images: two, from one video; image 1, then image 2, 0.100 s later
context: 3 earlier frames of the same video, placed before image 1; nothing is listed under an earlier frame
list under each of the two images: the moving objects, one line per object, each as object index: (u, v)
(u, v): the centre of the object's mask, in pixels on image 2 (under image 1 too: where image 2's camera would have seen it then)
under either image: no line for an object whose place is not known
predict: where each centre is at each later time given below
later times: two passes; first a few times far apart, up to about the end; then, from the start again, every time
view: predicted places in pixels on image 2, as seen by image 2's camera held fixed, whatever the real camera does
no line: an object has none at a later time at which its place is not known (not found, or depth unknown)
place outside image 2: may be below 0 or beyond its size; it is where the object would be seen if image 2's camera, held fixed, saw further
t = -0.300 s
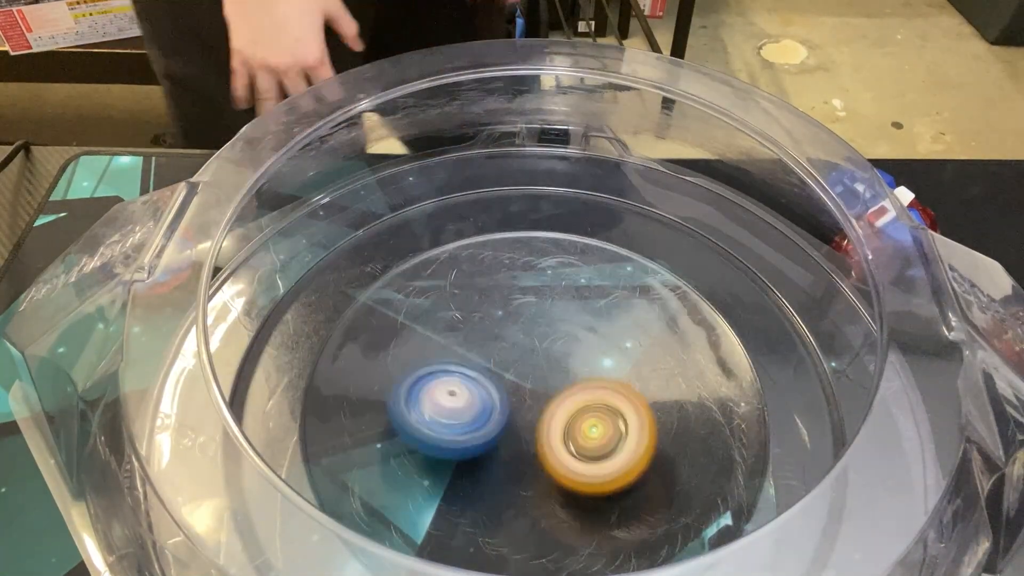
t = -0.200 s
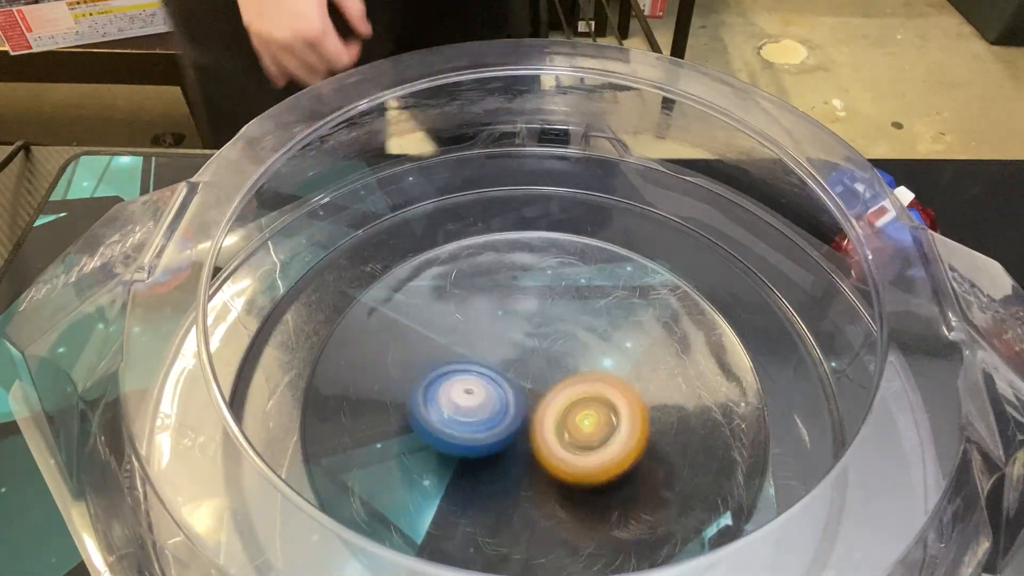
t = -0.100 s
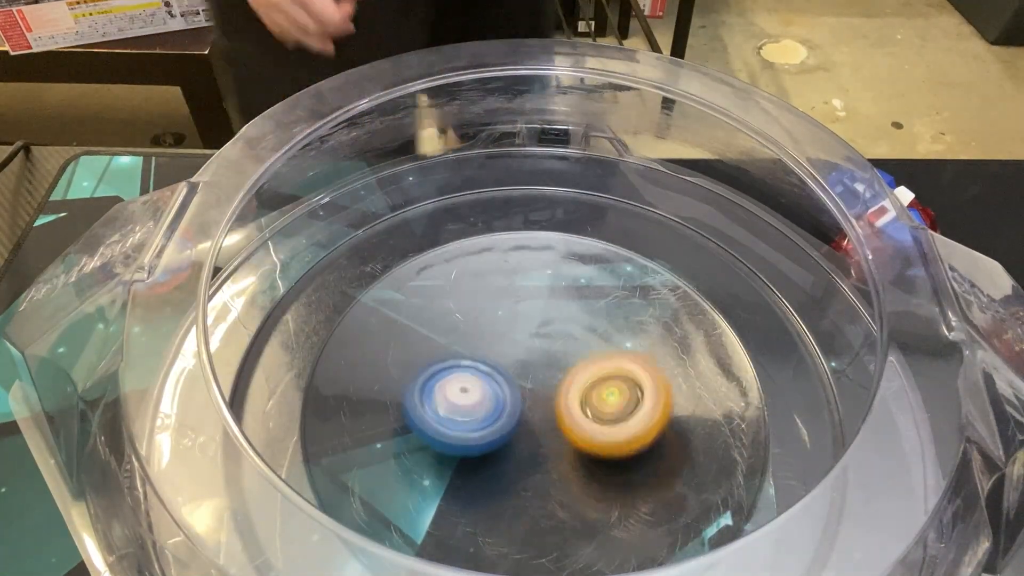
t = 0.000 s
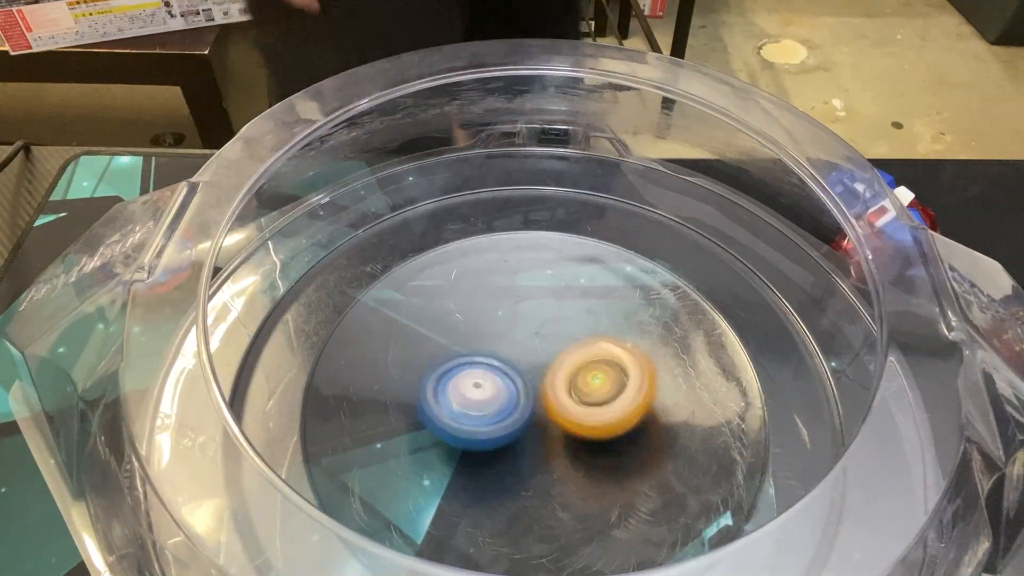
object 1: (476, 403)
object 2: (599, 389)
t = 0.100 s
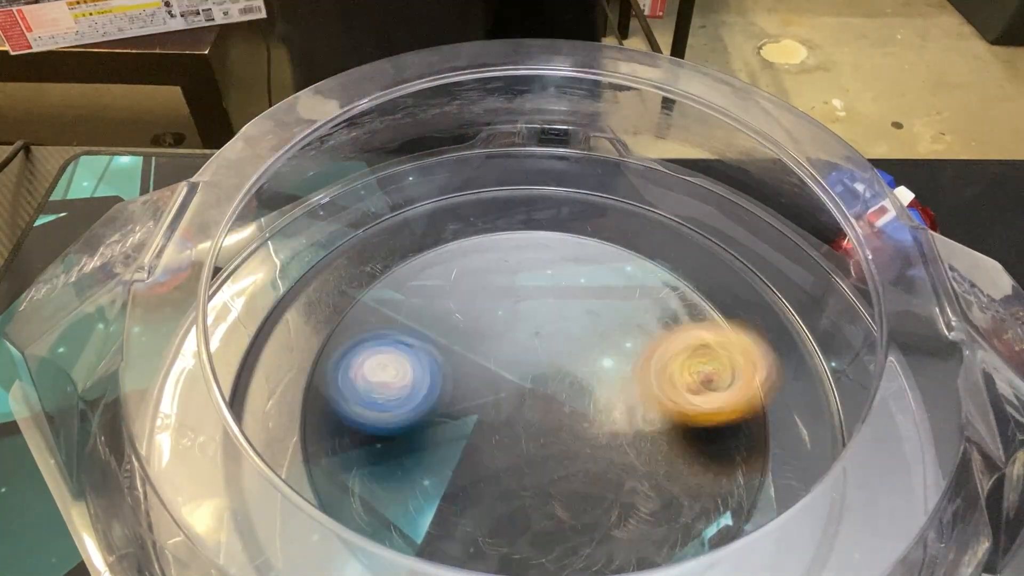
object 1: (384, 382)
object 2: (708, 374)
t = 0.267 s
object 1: (374, 362)
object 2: (808, 373)
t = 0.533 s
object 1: (413, 347)
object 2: (811, 381)
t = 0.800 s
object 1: (471, 348)
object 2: (809, 371)
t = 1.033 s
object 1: (524, 365)
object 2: (806, 372)
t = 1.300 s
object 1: (567, 391)
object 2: (798, 380)
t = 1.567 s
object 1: (587, 411)
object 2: (755, 399)
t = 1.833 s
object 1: (532, 425)
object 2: (672, 349)
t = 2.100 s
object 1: (493, 419)
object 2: (570, 304)
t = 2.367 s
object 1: (480, 415)
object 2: (543, 286)
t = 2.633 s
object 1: (473, 404)
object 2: (557, 325)
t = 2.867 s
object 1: (473, 424)
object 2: (587, 330)
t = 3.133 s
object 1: (485, 431)
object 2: (599, 376)
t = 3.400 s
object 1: (476, 427)
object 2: (674, 290)
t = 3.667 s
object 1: (499, 413)
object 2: (532, 323)
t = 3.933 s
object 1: (543, 434)
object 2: (414, 324)
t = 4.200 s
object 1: (556, 426)
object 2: (431, 413)
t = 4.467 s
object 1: (591, 382)
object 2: (473, 499)
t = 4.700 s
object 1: (570, 362)
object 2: (590, 454)
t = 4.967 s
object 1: (513, 350)
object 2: (635, 404)
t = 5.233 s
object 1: (496, 346)
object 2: (607, 353)
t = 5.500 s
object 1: (487, 390)
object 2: (617, 410)
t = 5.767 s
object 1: (494, 484)
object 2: (573, 407)
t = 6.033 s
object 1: (500, 480)
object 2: (563, 387)
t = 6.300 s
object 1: (577, 451)
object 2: (571, 349)
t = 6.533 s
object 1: (603, 425)
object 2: (541, 339)
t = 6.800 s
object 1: (598, 424)
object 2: (494, 380)
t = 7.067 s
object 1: (581, 427)
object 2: (465, 426)
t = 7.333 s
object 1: (589, 423)
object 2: (479, 386)
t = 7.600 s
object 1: (576, 428)
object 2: (486, 376)
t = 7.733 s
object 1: (578, 426)
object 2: (488, 375)
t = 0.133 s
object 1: (368, 377)
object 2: (745, 369)
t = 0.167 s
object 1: (365, 371)
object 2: (768, 366)
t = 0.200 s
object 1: (367, 368)
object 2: (788, 368)
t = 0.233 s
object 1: (369, 365)
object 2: (801, 370)
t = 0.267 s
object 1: (374, 362)
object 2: (808, 373)
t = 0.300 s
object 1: (378, 357)
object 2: (810, 375)
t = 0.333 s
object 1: (384, 353)
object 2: (810, 377)
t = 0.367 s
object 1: (388, 352)
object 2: (811, 379)
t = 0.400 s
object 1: (392, 350)
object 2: (811, 380)
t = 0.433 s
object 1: (397, 349)
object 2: (811, 381)
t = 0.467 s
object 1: (403, 348)
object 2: (811, 381)
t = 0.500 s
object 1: (408, 347)
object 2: (811, 381)
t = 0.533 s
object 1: (413, 347)
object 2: (811, 381)
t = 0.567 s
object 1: (419, 346)
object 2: (811, 381)
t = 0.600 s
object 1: (425, 346)
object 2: (811, 379)
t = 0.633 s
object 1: (432, 345)
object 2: (810, 379)
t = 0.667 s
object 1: (439, 346)
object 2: (809, 377)
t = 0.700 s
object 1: (447, 345)
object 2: (809, 376)
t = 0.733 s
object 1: (455, 346)
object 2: (809, 374)
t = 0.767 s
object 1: (462, 347)
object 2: (809, 372)
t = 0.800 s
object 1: (471, 348)
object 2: (809, 371)
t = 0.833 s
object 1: (479, 349)
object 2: (809, 370)
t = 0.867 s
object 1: (488, 352)
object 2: (808, 370)
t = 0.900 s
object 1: (495, 354)
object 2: (808, 371)
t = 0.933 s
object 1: (503, 356)
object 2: (808, 371)
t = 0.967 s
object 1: (510, 359)
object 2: (807, 371)
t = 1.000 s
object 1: (516, 361)
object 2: (807, 372)
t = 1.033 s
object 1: (524, 365)
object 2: (806, 372)
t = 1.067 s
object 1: (531, 369)
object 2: (806, 373)
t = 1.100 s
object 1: (537, 372)
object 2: (806, 374)
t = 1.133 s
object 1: (543, 375)
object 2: (805, 374)
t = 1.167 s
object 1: (549, 379)
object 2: (804, 375)
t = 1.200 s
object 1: (554, 381)
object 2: (803, 376)
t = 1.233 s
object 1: (559, 385)
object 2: (802, 377)
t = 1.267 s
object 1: (563, 388)
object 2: (801, 379)
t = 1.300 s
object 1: (567, 391)
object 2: (798, 380)
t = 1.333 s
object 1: (570, 394)
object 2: (794, 382)
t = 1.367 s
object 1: (575, 397)
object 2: (791, 385)
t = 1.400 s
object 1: (578, 399)
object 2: (787, 387)
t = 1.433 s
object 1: (580, 402)
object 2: (783, 390)
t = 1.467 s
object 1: (582, 404)
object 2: (778, 393)
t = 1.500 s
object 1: (583, 407)
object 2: (772, 395)
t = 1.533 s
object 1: (585, 409)
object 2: (766, 396)
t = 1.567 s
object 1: (587, 411)
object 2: (755, 399)
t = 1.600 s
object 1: (588, 413)
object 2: (739, 399)
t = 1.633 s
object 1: (589, 414)
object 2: (722, 399)
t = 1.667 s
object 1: (585, 416)
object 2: (707, 396)
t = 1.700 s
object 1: (561, 422)
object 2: (707, 383)
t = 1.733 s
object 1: (547, 426)
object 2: (706, 372)
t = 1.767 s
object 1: (536, 429)
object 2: (697, 363)
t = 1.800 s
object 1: (532, 428)
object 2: (686, 355)
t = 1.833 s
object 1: (532, 425)
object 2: (672, 349)
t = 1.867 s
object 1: (530, 422)
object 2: (654, 348)
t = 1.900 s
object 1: (529, 420)
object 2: (635, 347)
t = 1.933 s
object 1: (528, 418)
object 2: (615, 346)
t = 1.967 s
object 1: (516, 418)
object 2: (609, 337)
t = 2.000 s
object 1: (502, 425)
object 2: (604, 323)
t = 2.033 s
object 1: (496, 426)
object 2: (595, 313)
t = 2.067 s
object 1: (495, 423)
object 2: (583, 307)
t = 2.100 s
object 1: (493, 419)
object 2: (570, 304)
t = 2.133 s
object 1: (492, 415)
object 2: (558, 303)
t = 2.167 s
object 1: (491, 411)
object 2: (548, 303)
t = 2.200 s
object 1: (490, 408)
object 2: (539, 306)
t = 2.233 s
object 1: (489, 404)
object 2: (533, 309)
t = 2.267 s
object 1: (488, 404)
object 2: (530, 308)
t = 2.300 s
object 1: (488, 404)
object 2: (528, 307)
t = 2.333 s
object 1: (483, 410)
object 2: (535, 298)
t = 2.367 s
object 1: (480, 415)
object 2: (543, 286)
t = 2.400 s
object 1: (480, 414)
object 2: (548, 279)
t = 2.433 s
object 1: (478, 412)
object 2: (551, 277)
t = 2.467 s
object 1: (476, 411)
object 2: (552, 279)
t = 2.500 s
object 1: (474, 409)
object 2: (553, 285)
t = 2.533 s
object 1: (473, 408)
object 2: (554, 293)
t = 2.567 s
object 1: (473, 406)
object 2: (555, 302)
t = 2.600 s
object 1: (473, 405)
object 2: (556, 313)
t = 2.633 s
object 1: (473, 404)
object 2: (557, 325)
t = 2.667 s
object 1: (473, 402)
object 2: (557, 334)
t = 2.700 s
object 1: (470, 411)
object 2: (566, 334)
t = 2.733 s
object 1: (470, 421)
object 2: (576, 327)
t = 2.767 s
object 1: (472, 423)
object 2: (582, 324)
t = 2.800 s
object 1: (471, 424)
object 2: (587, 324)
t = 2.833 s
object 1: (472, 423)
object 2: (588, 326)
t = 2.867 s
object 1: (473, 424)
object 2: (587, 330)
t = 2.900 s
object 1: (474, 425)
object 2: (585, 337)
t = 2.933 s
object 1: (478, 424)
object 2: (581, 348)
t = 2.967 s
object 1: (480, 425)
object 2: (576, 359)
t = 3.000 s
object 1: (483, 425)
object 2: (575, 370)
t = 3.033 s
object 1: (484, 425)
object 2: (582, 373)
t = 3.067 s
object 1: (486, 427)
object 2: (587, 375)
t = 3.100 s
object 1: (491, 427)
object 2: (588, 378)
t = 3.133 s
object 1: (485, 431)
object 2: (599, 376)
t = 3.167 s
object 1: (462, 439)
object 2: (628, 357)
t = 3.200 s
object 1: (454, 439)
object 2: (648, 343)
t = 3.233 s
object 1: (456, 438)
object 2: (664, 324)
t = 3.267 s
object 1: (460, 437)
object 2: (676, 317)
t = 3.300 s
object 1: (462, 436)
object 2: (683, 307)
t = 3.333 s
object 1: (465, 435)
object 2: (685, 298)
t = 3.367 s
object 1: (470, 430)
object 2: (682, 294)
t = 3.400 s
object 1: (476, 427)
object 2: (674, 290)
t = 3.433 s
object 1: (478, 425)
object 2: (663, 290)
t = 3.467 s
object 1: (481, 424)
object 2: (649, 290)
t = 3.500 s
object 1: (484, 421)
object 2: (632, 293)
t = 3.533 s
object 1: (489, 418)
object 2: (611, 297)
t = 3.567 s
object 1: (492, 416)
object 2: (591, 304)
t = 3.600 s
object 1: (496, 413)
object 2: (571, 311)
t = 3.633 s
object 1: (498, 409)
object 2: (550, 322)
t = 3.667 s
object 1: (499, 413)
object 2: (532, 323)
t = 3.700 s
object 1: (500, 417)
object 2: (515, 324)
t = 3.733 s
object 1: (504, 422)
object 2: (500, 323)
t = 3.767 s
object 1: (506, 424)
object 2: (488, 323)
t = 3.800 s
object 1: (509, 421)
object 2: (477, 328)
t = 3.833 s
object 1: (514, 424)
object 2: (465, 331)
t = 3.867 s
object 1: (529, 432)
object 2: (444, 325)
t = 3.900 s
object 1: (542, 435)
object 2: (426, 322)
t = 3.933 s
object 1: (543, 434)
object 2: (414, 324)
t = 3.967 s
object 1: (543, 434)
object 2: (407, 329)
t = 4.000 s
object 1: (547, 434)
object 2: (404, 338)
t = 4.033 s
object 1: (547, 433)
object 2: (404, 347)
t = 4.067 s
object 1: (549, 432)
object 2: (404, 357)
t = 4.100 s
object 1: (552, 431)
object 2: (407, 370)
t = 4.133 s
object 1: (553, 430)
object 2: (411, 383)
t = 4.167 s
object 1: (554, 427)
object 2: (419, 398)
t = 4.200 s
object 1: (556, 426)
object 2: (431, 413)
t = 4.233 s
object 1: (559, 423)
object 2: (447, 428)
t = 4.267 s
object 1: (567, 414)
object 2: (452, 445)
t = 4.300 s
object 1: (583, 402)
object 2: (442, 466)
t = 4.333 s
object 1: (595, 391)
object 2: (439, 482)
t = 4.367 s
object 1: (593, 387)
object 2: (441, 493)
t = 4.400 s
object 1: (592, 384)
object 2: (450, 497)
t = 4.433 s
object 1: (592, 384)
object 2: (461, 499)
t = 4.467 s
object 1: (591, 382)
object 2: (473, 499)
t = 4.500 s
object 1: (592, 382)
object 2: (487, 498)
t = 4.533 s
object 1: (589, 380)
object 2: (502, 495)
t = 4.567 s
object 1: (589, 380)
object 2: (519, 490)
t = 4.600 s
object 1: (585, 378)
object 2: (537, 485)
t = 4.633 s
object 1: (583, 373)
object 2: (556, 476)
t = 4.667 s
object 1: (575, 367)
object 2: (574, 466)
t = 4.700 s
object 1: (570, 362)
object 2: (590, 454)
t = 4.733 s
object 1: (554, 357)
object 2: (608, 455)
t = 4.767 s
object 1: (545, 349)
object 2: (624, 453)
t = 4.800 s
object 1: (534, 345)
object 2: (634, 447)
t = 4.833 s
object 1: (529, 346)
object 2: (639, 439)
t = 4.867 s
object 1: (524, 346)
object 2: (641, 431)
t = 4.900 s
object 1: (520, 348)
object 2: (641, 420)
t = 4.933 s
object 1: (516, 347)
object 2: (639, 415)
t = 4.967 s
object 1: (513, 350)
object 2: (635, 404)
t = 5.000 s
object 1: (510, 349)
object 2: (631, 393)
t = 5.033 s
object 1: (507, 352)
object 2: (625, 382)
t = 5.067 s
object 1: (506, 350)
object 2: (615, 371)
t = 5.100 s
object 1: (502, 350)
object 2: (602, 361)
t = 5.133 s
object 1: (498, 343)
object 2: (605, 356)
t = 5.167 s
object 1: (493, 342)
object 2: (608, 353)
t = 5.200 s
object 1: (494, 344)
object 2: (609, 351)
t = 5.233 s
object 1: (496, 346)
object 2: (607, 353)
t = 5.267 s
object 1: (498, 347)
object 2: (600, 356)
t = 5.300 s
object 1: (497, 348)
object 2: (597, 362)
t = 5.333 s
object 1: (495, 351)
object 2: (600, 372)
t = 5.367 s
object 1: (494, 358)
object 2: (601, 379)
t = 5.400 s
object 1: (495, 364)
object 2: (599, 386)
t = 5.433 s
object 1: (492, 371)
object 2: (607, 396)
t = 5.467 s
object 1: (489, 381)
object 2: (617, 405)
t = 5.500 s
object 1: (487, 390)
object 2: (617, 410)
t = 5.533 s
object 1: (490, 403)
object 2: (618, 417)
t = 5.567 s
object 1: (493, 418)
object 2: (613, 417)
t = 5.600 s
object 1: (494, 429)
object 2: (606, 421)
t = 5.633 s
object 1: (495, 441)
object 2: (597, 421)
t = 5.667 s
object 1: (493, 456)
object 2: (588, 420)
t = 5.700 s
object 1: (491, 469)
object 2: (583, 414)
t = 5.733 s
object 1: (494, 476)
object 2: (578, 410)
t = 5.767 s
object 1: (494, 484)
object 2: (573, 407)
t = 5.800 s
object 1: (499, 486)
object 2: (573, 405)
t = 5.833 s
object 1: (500, 490)
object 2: (572, 404)
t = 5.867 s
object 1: (501, 489)
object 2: (570, 405)
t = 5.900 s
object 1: (501, 487)
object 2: (567, 403)
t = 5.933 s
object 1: (499, 484)
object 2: (564, 402)
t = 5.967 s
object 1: (497, 482)
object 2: (561, 401)
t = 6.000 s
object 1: (498, 482)
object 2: (562, 393)
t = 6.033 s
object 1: (500, 480)
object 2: (563, 387)
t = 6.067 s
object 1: (506, 477)
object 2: (563, 382)
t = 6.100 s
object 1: (516, 473)
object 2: (564, 380)
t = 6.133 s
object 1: (523, 469)
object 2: (564, 380)
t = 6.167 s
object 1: (533, 466)
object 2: (569, 375)
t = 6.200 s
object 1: (542, 462)
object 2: (571, 369)
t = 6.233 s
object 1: (554, 457)
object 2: (572, 364)
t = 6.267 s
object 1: (567, 454)
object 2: (571, 357)
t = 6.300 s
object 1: (577, 451)
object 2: (571, 349)
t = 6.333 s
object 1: (585, 446)
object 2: (567, 345)
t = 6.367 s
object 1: (592, 442)
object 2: (560, 341)
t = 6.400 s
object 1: (598, 438)
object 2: (556, 340)
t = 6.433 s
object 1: (602, 434)
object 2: (554, 339)
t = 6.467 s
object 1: (605, 430)
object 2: (550, 338)
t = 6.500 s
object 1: (603, 426)
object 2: (546, 338)
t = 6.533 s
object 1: (603, 425)
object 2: (541, 339)
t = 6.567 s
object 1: (601, 424)
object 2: (537, 341)
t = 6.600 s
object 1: (597, 422)
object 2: (530, 345)
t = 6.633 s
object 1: (595, 420)
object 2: (524, 350)
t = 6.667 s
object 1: (595, 422)
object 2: (515, 355)
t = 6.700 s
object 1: (594, 422)
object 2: (509, 360)
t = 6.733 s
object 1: (596, 423)
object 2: (505, 365)
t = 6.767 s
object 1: (598, 424)
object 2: (499, 372)
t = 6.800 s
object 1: (598, 424)
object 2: (494, 380)
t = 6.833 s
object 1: (596, 425)
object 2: (492, 388)
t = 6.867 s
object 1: (598, 425)
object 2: (484, 395)
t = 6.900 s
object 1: (601, 425)
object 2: (477, 403)
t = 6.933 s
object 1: (600, 425)
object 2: (471, 411)
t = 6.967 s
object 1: (597, 425)
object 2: (468, 418)
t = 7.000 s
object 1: (592, 427)
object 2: (469, 422)
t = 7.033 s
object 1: (586, 427)
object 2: (469, 426)
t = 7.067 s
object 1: (581, 427)
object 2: (465, 426)
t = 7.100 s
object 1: (583, 427)
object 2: (458, 426)
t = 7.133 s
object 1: (585, 427)
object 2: (459, 420)
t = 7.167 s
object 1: (585, 427)
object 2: (464, 417)
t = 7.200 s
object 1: (585, 428)
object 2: (470, 413)
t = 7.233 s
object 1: (586, 428)
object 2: (473, 408)
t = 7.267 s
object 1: (588, 427)
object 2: (472, 398)
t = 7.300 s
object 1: (586, 425)
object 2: (477, 392)
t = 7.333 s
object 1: (589, 423)
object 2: (479, 386)
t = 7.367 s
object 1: (591, 422)
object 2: (478, 382)
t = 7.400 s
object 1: (590, 421)
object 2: (477, 380)
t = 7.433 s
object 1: (586, 422)
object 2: (477, 380)
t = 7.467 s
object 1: (583, 422)
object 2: (479, 380)
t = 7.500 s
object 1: (578, 424)
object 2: (484, 380)
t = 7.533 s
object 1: (576, 427)
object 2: (487, 379)
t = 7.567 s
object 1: (577, 428)
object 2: (486, 377)
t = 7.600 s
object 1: (576, 428)
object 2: (486, 376)
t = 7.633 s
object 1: (576, 427)
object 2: (487, 375)
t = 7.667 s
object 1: (577, 427)
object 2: (487, 375)
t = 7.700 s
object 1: (578, 426)
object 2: (488, 375)
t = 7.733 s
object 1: (578, 426)
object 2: (488, 375)
